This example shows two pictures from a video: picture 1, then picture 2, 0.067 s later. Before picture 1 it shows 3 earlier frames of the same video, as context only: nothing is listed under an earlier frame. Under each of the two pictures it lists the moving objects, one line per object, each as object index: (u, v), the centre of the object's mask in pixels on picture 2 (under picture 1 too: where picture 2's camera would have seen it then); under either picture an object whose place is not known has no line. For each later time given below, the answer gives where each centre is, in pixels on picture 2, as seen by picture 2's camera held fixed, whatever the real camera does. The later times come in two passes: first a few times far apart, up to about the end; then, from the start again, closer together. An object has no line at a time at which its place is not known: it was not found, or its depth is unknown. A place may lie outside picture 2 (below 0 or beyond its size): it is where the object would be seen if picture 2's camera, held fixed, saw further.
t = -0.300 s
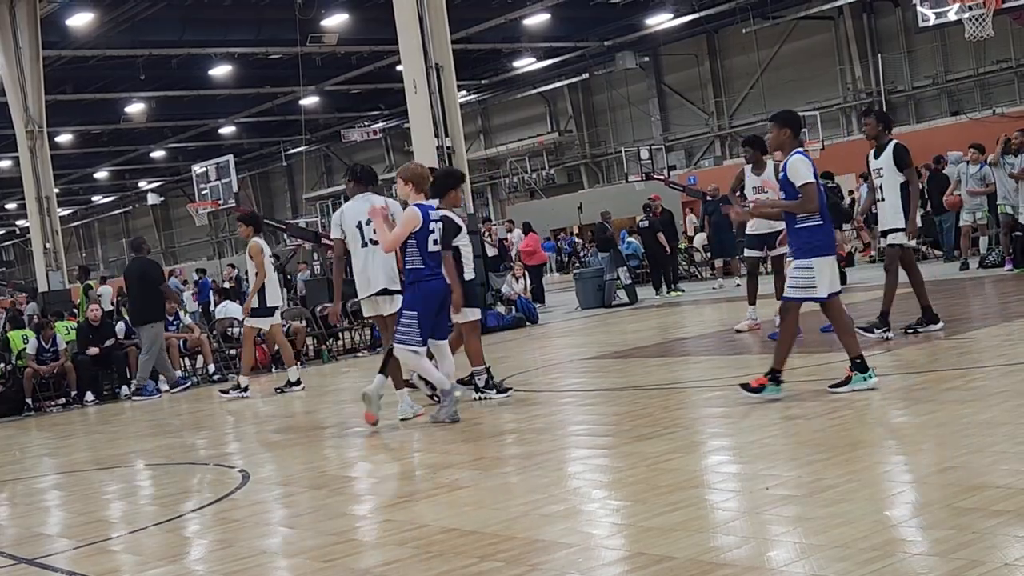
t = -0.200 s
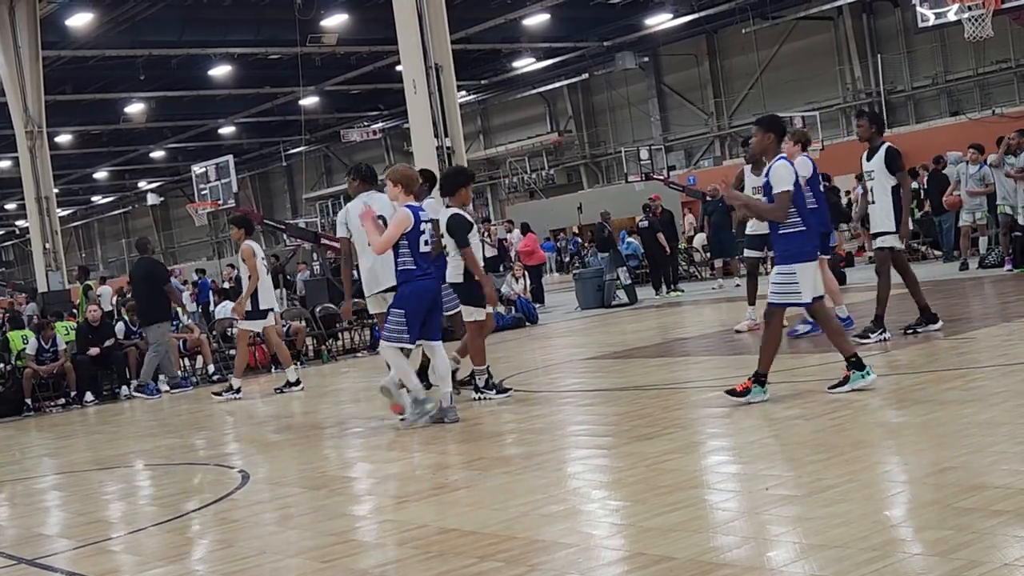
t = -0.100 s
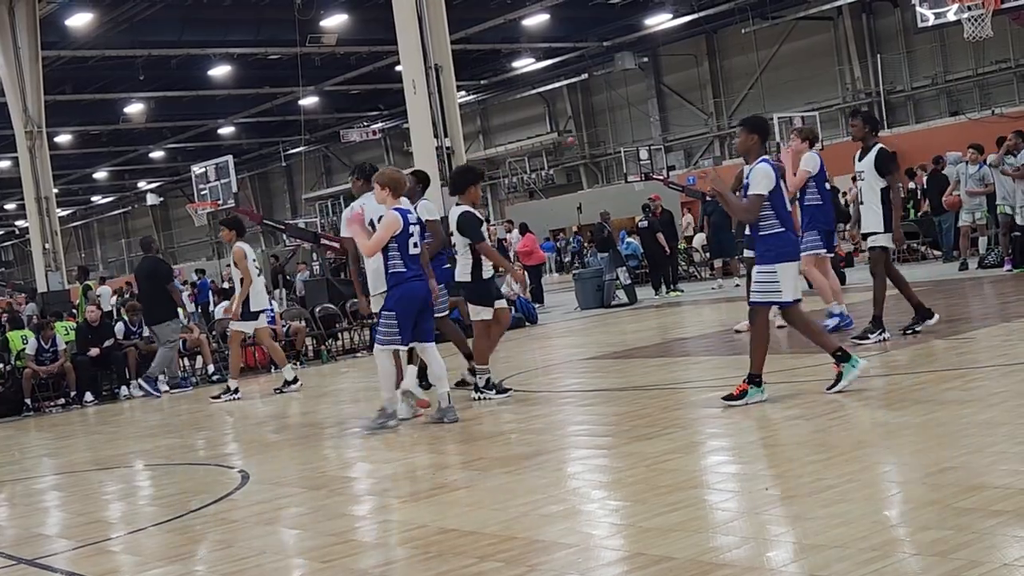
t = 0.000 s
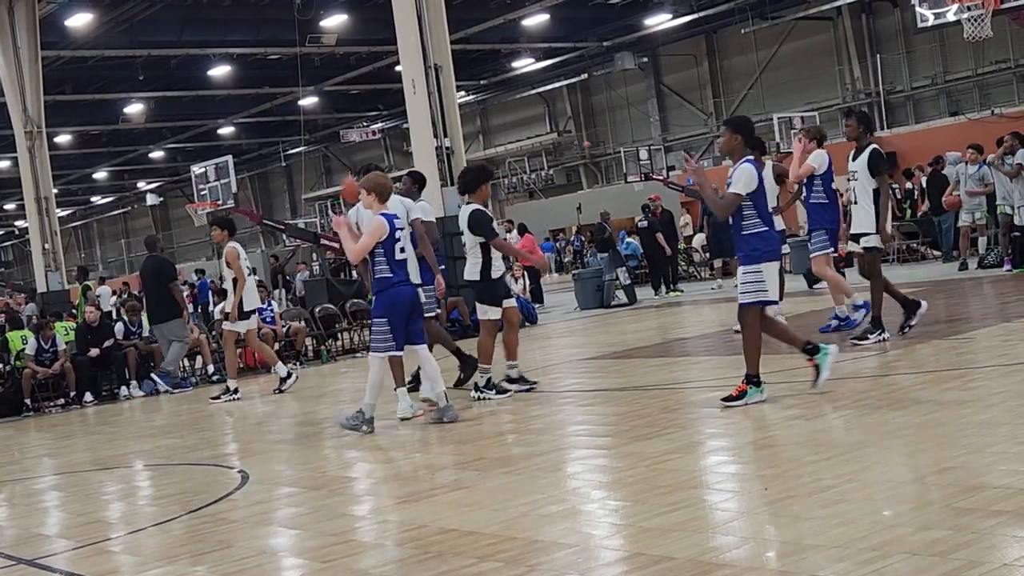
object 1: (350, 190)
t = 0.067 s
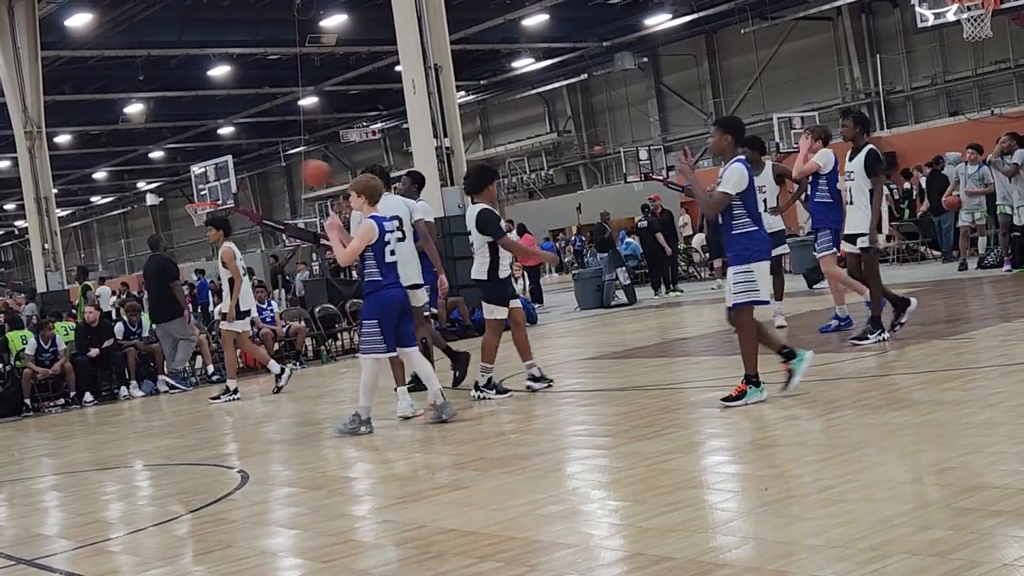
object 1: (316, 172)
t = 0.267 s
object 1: (200, 151)
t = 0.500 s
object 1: (66, 185)
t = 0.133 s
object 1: (276, 161)
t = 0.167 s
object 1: (258, 157)
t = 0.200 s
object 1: (240, 153)
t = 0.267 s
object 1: (200, 151)
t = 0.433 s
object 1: (104, 169)
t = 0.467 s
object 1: (83, 177)
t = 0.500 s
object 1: (66, 185)
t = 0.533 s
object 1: (47, 195)
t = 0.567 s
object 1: (26, 207)
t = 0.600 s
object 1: (9, 222)
